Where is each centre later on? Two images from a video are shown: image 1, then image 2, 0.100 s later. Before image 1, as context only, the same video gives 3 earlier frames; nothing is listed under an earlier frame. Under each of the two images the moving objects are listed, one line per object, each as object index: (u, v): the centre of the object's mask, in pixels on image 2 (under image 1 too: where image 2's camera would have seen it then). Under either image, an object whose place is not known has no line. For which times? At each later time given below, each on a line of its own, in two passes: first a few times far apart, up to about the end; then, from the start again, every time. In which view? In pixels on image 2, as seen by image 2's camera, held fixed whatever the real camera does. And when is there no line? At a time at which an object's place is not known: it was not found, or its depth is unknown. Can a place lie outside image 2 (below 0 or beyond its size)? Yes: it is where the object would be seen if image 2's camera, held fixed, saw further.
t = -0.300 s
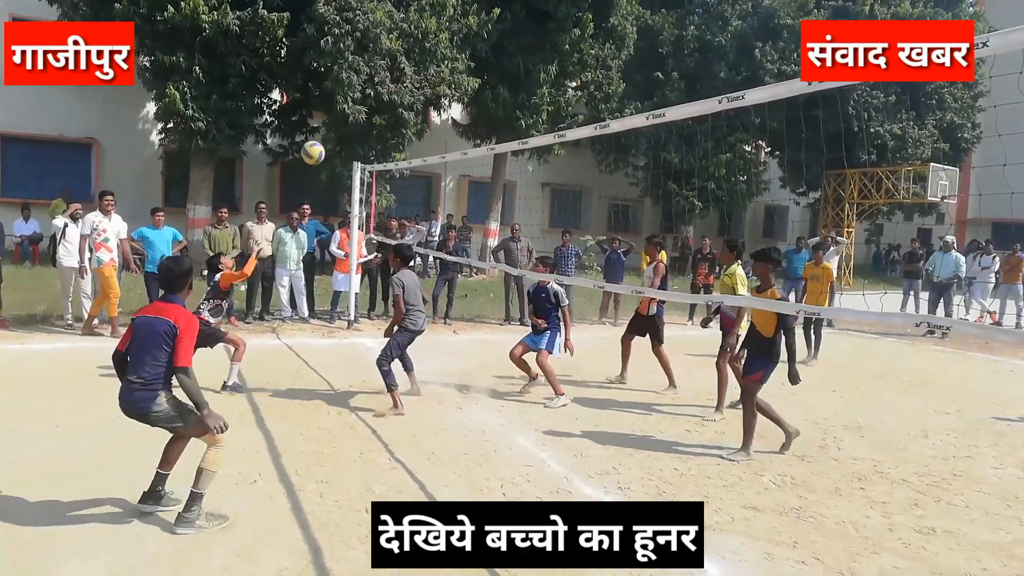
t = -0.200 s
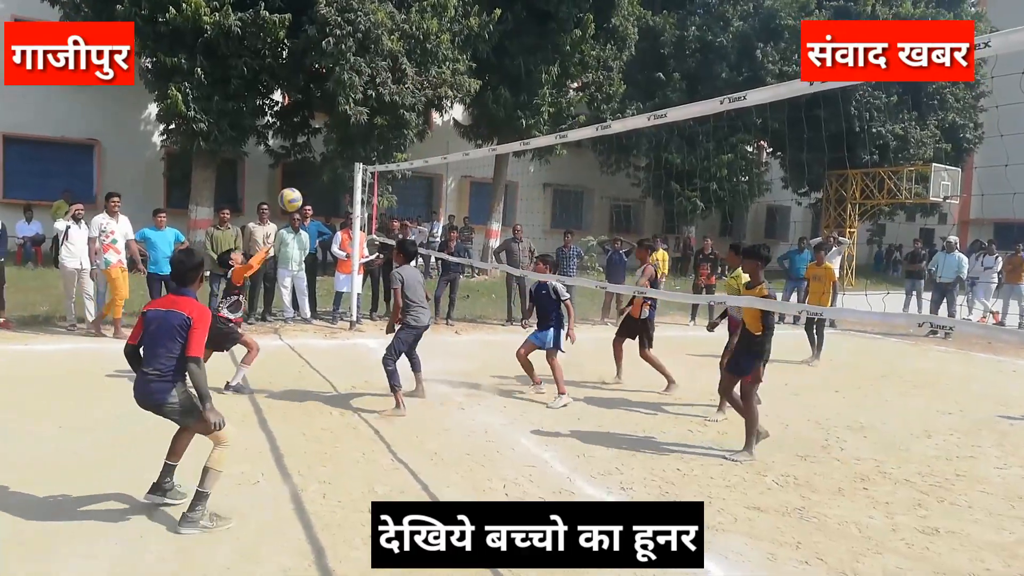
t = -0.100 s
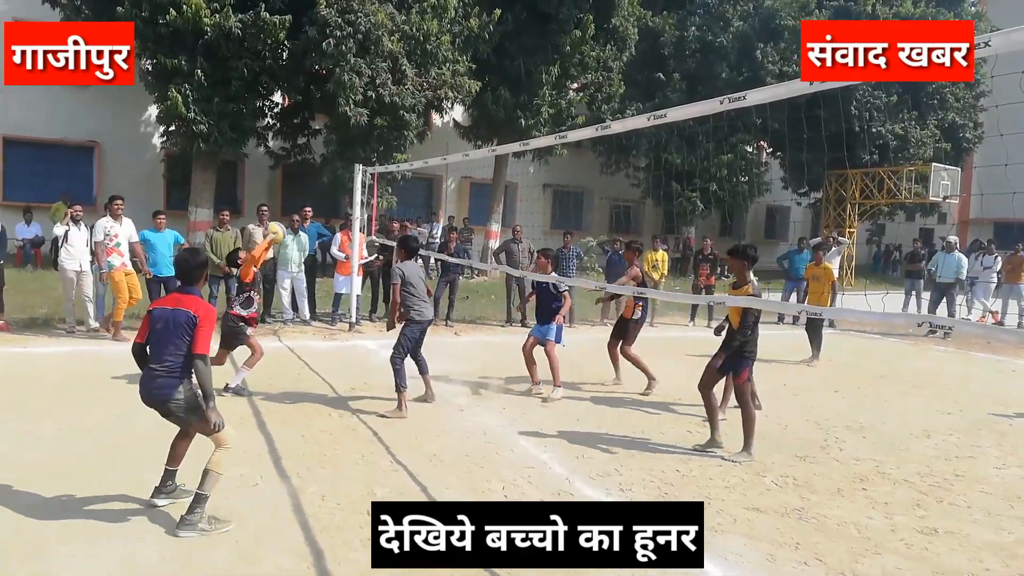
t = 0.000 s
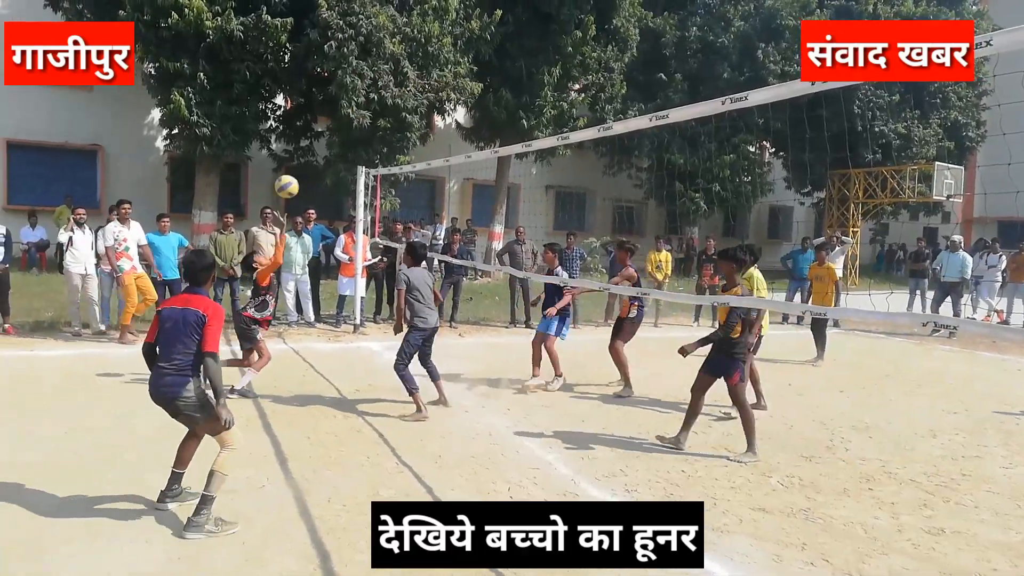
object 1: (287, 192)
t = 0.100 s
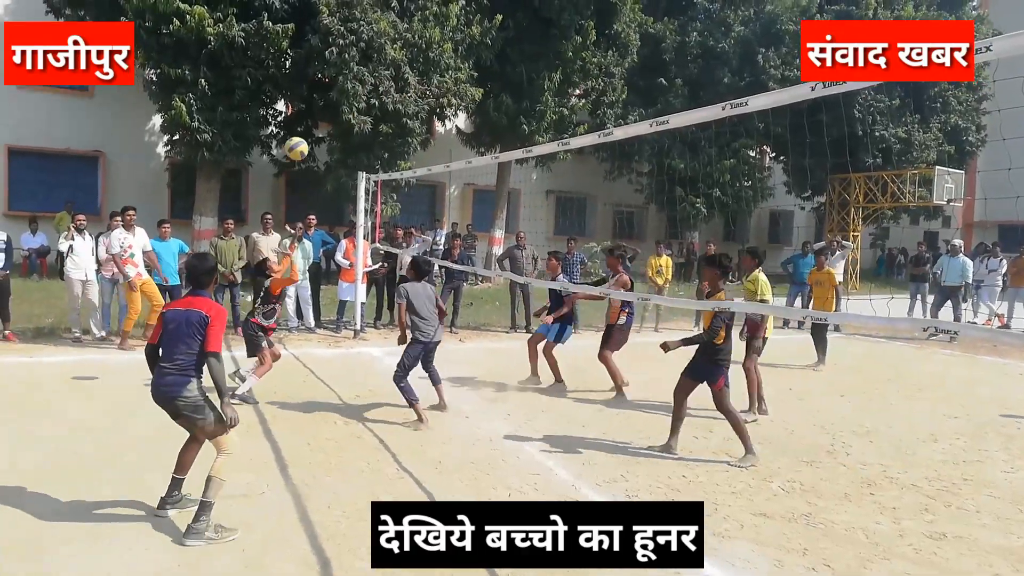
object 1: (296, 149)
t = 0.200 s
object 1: (305, 116)
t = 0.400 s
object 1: (325, 80)
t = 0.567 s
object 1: (339, 90)
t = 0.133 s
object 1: (299, 137)
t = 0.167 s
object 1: (302, 125)
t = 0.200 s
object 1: (305, 116)
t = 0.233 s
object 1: (308, 107)
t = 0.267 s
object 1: (314, 93)
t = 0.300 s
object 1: (316, 88)
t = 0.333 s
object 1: (319, 84)
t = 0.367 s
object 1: (322, 82)
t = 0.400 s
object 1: (325, 80)
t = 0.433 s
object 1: (328, 80)
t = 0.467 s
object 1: (330, 81)
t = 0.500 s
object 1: (333, 83)
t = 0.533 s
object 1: (336, 86)
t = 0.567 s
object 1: (339, 90)
